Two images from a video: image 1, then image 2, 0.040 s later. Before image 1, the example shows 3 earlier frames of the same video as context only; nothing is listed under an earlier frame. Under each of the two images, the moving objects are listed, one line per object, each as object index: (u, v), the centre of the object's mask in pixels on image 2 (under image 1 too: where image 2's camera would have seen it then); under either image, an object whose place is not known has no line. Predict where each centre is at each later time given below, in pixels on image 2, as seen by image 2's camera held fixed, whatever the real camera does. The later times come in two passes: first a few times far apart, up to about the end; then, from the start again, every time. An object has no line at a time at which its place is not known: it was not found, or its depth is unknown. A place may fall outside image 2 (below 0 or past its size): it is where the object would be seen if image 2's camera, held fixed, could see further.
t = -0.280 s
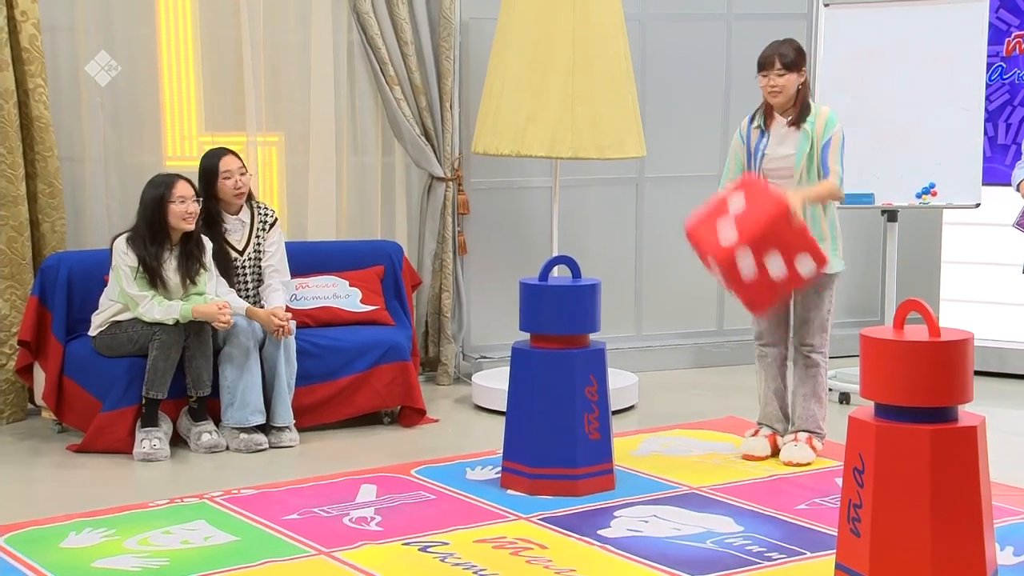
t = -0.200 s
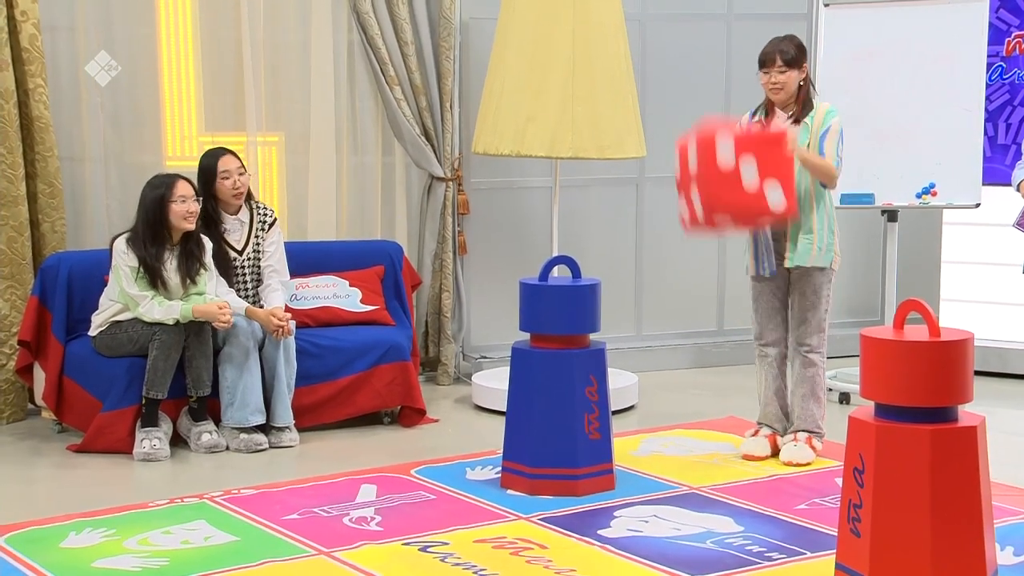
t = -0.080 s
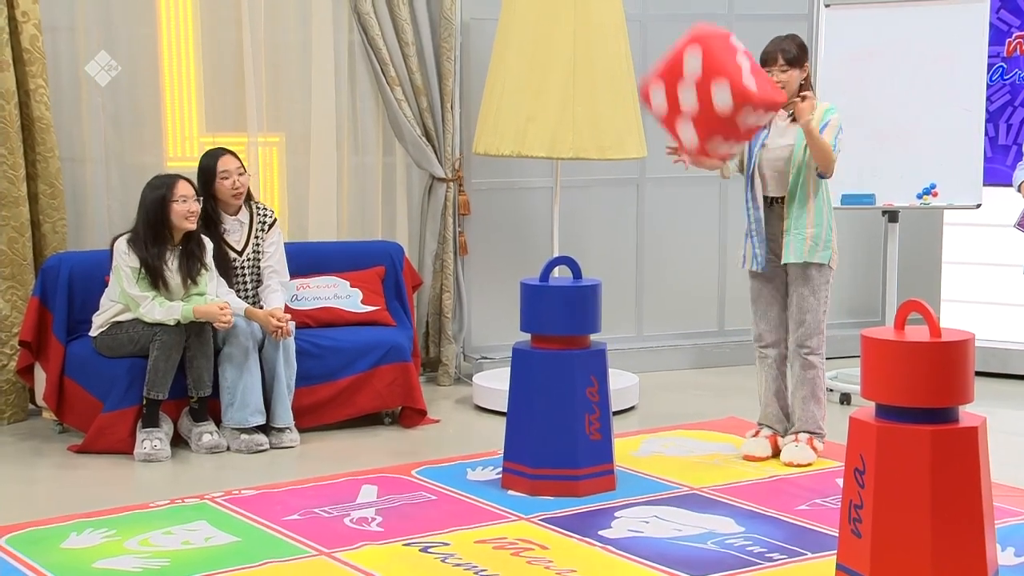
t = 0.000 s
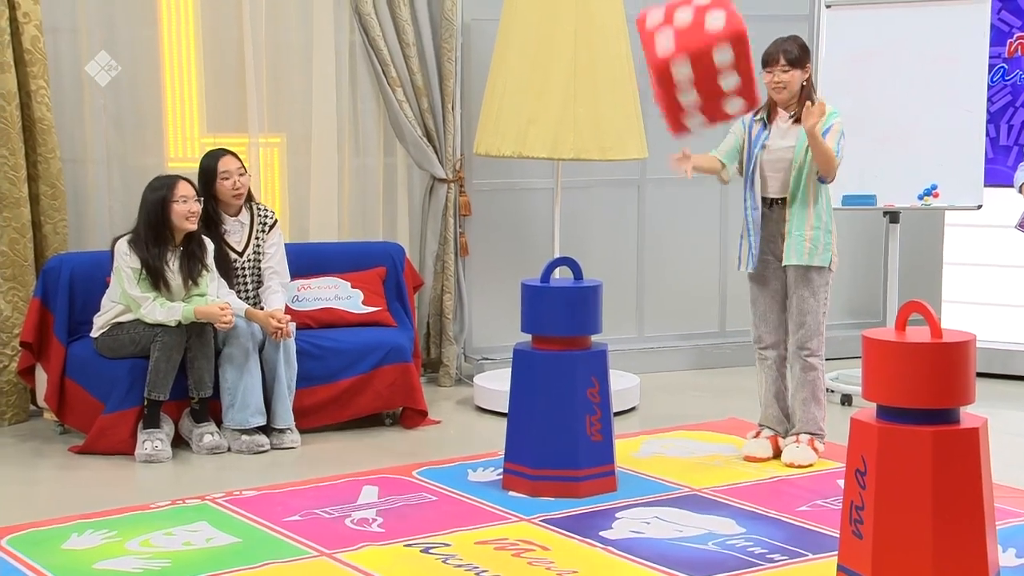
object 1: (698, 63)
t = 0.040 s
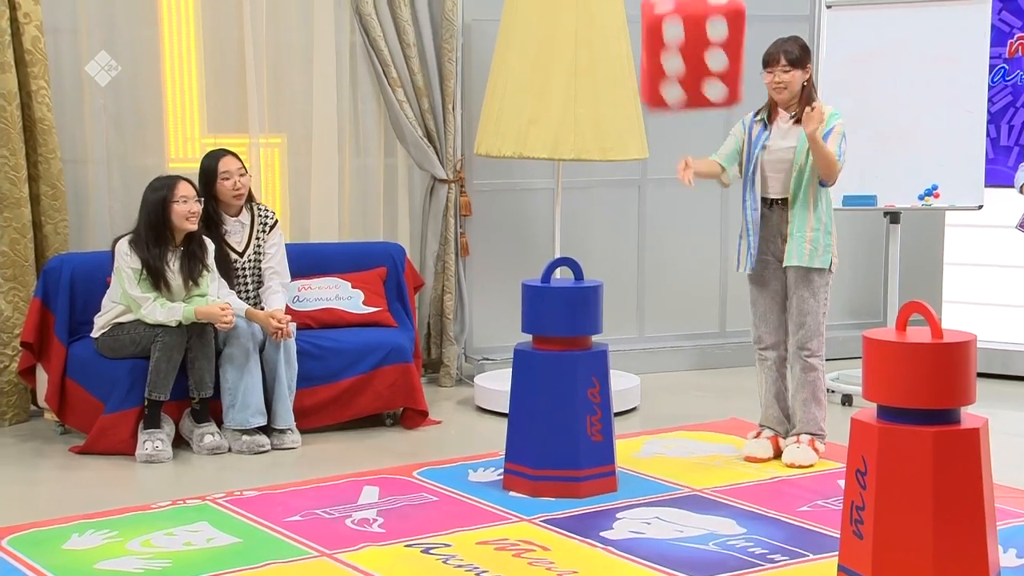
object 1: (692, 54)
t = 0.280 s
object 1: (641, 75)
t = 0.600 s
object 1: (566, 358)
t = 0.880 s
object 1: (547, 409)
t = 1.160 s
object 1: (546, 434)
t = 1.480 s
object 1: (505, 492)
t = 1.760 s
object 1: (518, 503)
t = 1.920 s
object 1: (539, 506)
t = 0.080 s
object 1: (682, 50)
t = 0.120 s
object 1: (673, 51)
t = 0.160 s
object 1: (665, 51)
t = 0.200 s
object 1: (657, 55)
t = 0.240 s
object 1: (649, 63)
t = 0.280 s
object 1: (641, 75)
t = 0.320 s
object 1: (631, 96)
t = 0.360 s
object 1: (622, 120)
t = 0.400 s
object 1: (613, 150)
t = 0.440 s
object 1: (602, 183)
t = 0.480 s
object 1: (592, 219)
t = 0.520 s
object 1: (583, 261)
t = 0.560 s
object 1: (574, 307)
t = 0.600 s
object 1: (566, 358)
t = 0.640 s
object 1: (557, 410)
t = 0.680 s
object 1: (548, 464)
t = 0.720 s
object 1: (546, 487)
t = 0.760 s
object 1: (544, 462)
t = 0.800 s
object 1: (545, 439)
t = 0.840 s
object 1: (546, 422)
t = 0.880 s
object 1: (547, 409)
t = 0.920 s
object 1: (547, 399)
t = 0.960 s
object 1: (546, 394)
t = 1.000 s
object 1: (546, 395)
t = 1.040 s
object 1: (546, 399)
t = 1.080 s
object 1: (547, 407)
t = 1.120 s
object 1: (548, 425)
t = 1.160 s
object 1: (546, 434)
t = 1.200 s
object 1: (545, 460)
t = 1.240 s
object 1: (545, 490)
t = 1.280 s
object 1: (539, 497)
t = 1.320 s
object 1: (530, 494)
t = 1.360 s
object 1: (522, 491)
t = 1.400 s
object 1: (515, 489)
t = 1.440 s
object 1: (509, 490)
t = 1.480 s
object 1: (505, 492)
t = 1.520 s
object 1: (502, 494)
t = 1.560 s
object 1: (501, 497)
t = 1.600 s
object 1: (503, 498)
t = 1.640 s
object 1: (505, 498)
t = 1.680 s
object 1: (508, 499)
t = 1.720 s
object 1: (513, 500)
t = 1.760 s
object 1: (518, 503)
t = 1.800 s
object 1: (524, 506)
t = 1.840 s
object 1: (531, 510)
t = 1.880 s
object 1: (537, 508)
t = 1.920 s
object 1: (539, 506)
